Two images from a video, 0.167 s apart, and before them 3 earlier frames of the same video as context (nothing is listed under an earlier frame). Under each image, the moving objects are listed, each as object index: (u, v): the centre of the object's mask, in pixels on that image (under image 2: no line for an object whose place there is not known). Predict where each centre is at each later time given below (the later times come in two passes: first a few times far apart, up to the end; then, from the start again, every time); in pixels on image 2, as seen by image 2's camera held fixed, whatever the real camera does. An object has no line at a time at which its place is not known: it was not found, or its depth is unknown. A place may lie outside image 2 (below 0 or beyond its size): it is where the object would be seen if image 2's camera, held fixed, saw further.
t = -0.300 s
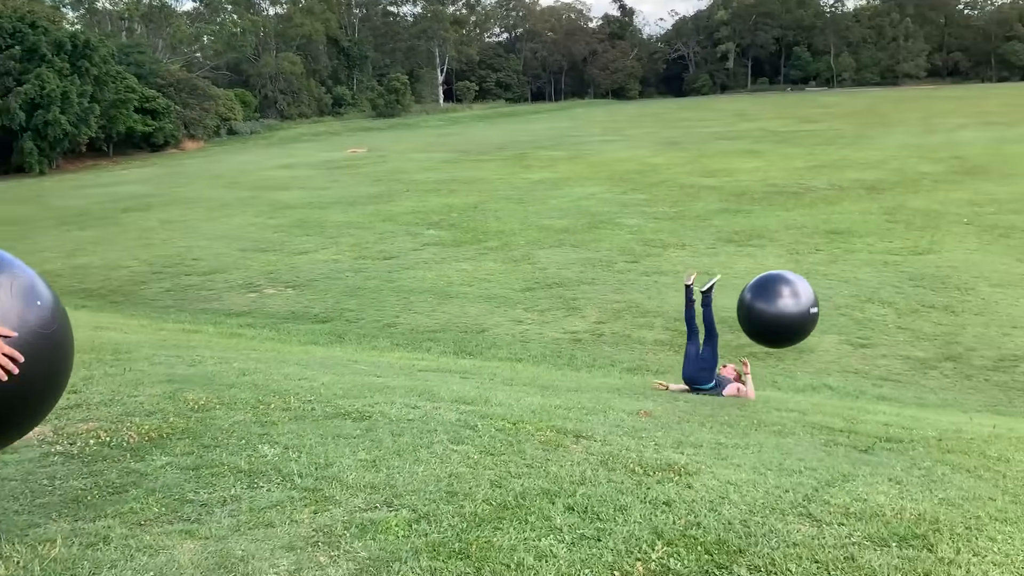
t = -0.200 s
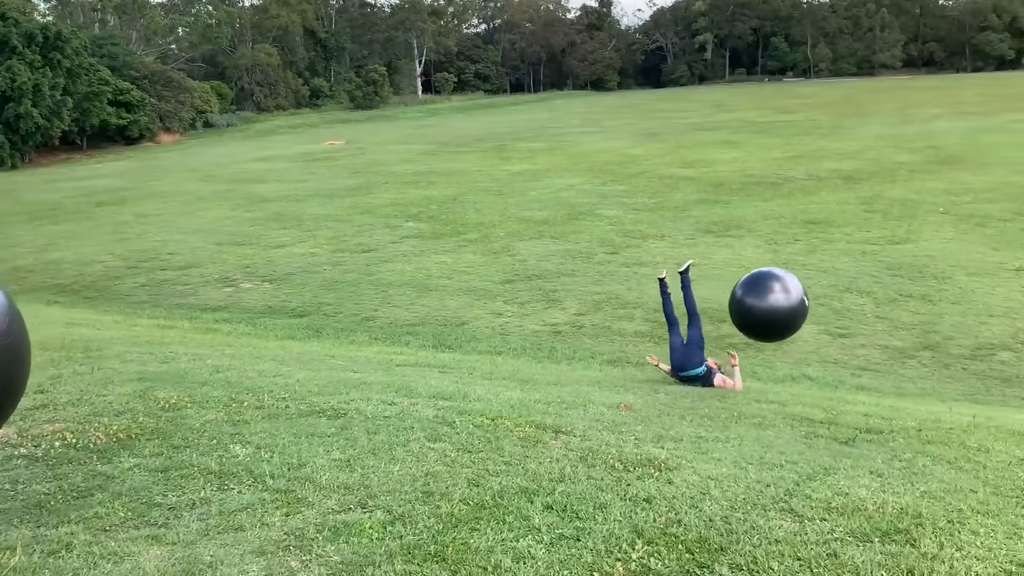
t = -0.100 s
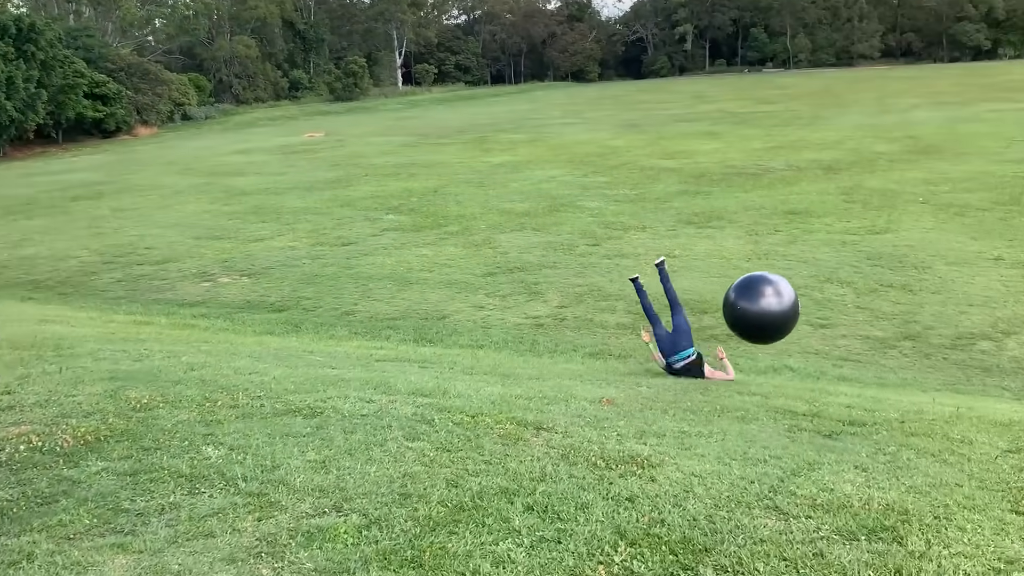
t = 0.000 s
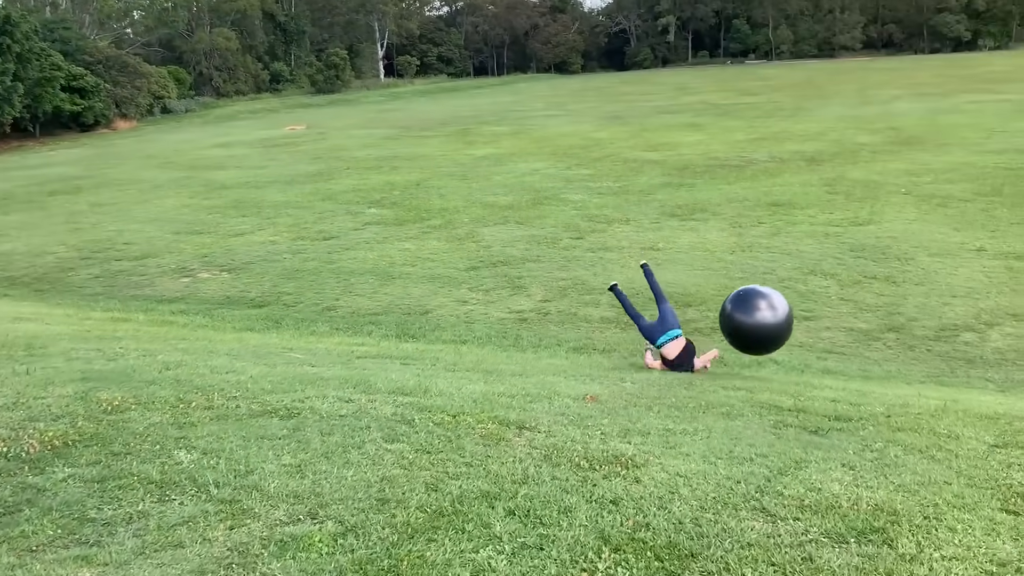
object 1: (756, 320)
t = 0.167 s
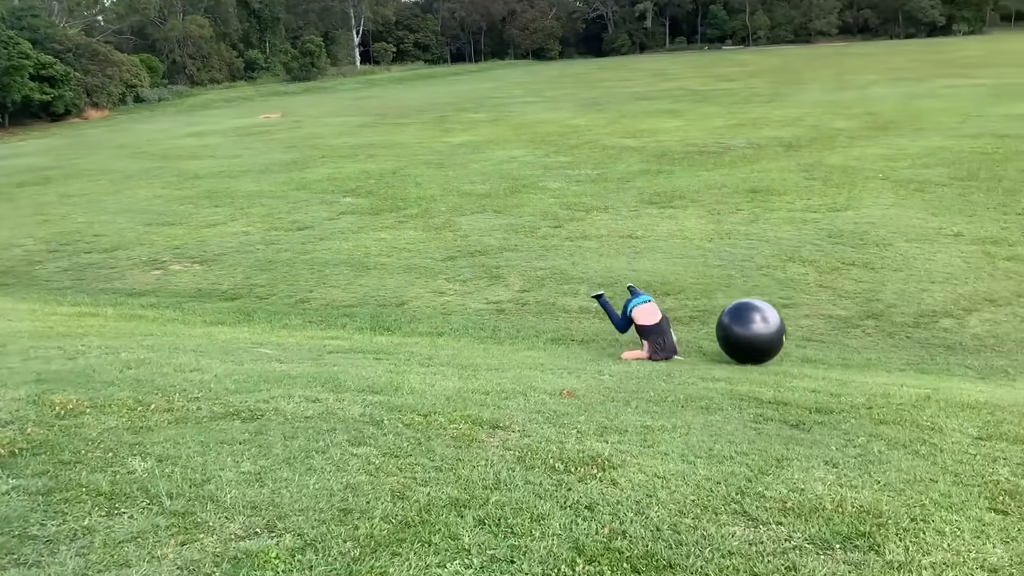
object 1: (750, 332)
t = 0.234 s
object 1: (755, 320)
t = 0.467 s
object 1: (769, 303)
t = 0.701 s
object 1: (780, 299)
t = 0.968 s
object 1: (788, 276)
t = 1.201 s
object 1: (795, 264)
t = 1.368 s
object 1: (799, 257)
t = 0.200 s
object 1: (753, 325)
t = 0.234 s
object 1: (755, 320)
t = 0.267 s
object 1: (757, 315)
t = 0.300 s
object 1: (760, 311)
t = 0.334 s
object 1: (762, 308)
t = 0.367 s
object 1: (764, 306)
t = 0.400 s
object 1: (766, 304)
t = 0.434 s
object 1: (767, 303)
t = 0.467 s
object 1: (769, 303)
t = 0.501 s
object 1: (771, 303)
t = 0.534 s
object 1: (773, 304)
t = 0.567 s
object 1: (774, 306)
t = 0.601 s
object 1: (775, 308)
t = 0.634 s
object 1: (777, 310)
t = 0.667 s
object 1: (778, 305)
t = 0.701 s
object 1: (780, 299)
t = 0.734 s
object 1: (781, 293)
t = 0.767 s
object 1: (782, 288)
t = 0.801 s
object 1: (783, 284)
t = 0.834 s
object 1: (784, 281)
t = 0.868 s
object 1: (785, 279)
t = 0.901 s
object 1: (786, 277)
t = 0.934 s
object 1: (787, 276)
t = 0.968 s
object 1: (788, 276)
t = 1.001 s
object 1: (788, 276)
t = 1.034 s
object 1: (791, 276)
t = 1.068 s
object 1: (791, 277)
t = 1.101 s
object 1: (792, 277)
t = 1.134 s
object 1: (793, 272)
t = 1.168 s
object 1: (794, 268)
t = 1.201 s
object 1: (795, 264)
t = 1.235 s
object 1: (796, 261)
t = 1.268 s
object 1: (797, 259)
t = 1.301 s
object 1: (797, 258)
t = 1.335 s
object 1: (798, 257)
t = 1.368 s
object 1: (799, 257)
